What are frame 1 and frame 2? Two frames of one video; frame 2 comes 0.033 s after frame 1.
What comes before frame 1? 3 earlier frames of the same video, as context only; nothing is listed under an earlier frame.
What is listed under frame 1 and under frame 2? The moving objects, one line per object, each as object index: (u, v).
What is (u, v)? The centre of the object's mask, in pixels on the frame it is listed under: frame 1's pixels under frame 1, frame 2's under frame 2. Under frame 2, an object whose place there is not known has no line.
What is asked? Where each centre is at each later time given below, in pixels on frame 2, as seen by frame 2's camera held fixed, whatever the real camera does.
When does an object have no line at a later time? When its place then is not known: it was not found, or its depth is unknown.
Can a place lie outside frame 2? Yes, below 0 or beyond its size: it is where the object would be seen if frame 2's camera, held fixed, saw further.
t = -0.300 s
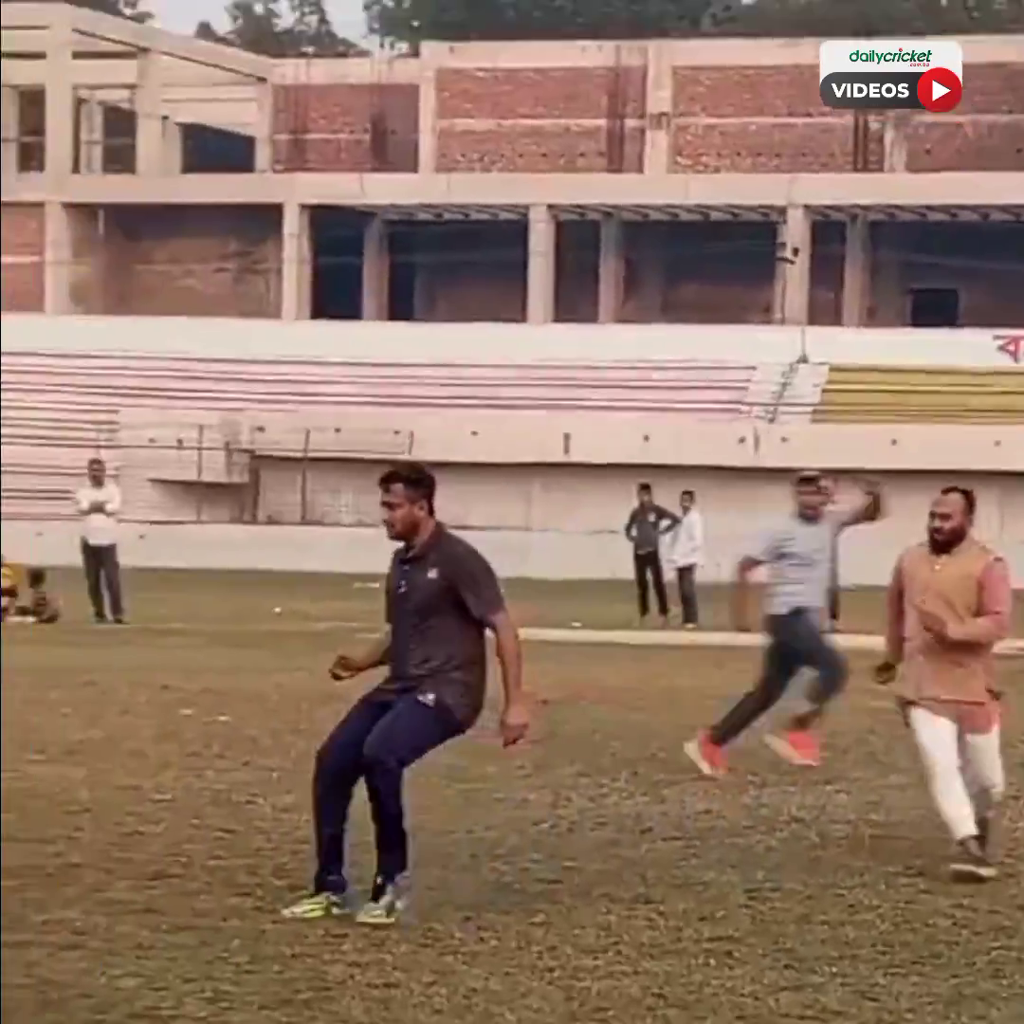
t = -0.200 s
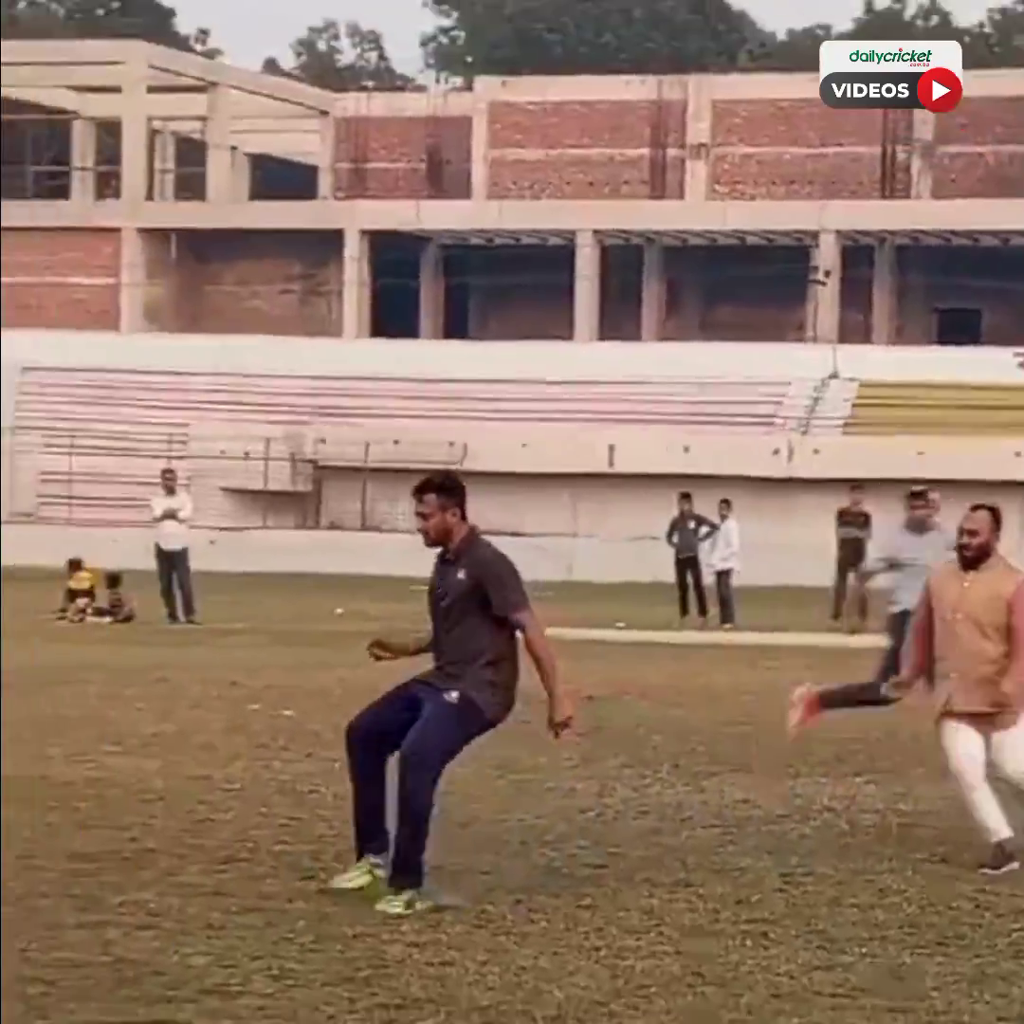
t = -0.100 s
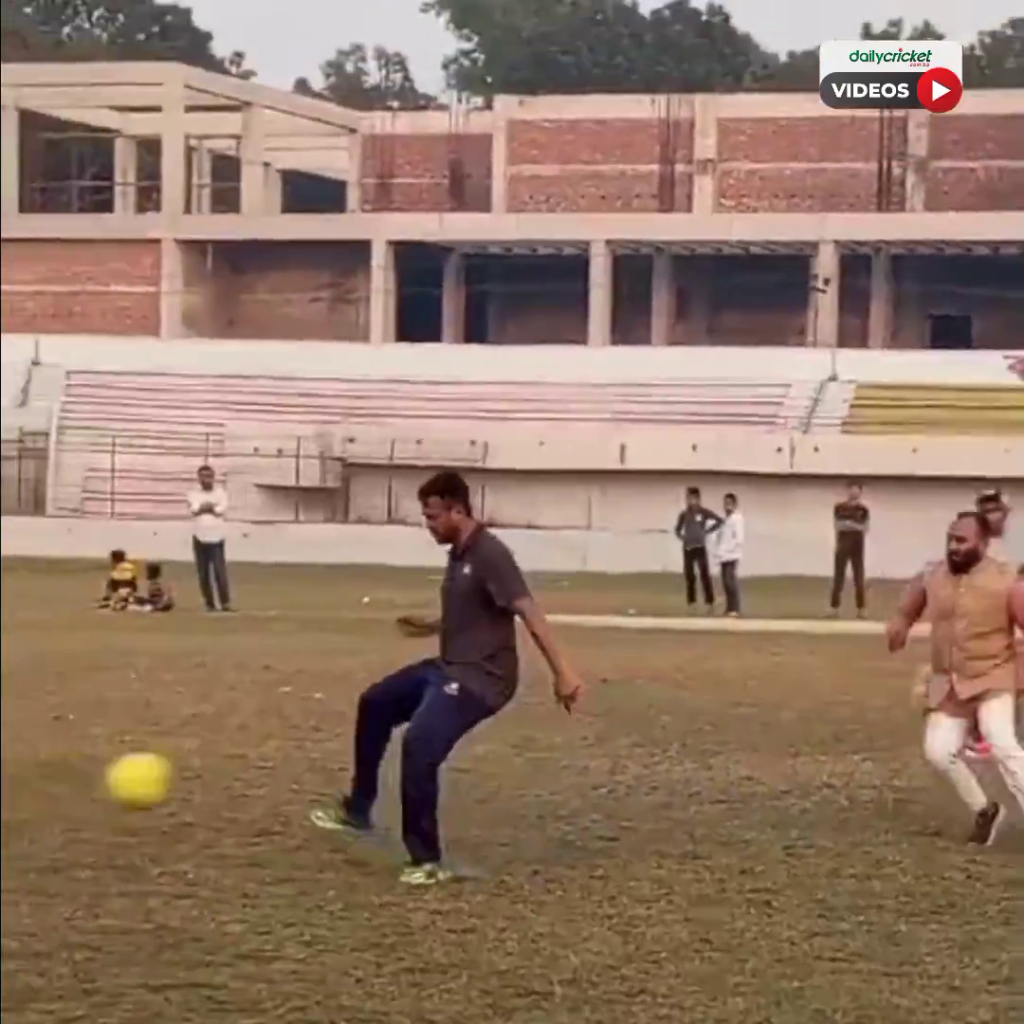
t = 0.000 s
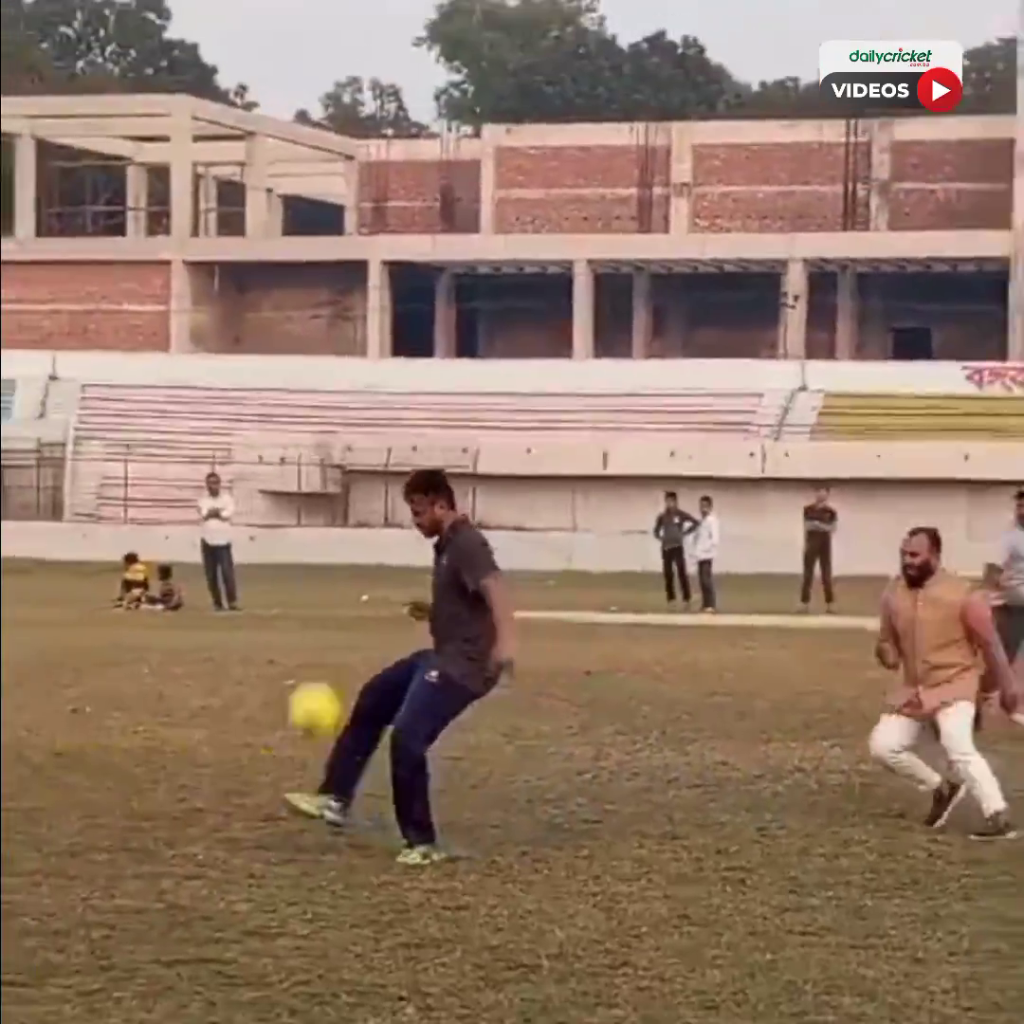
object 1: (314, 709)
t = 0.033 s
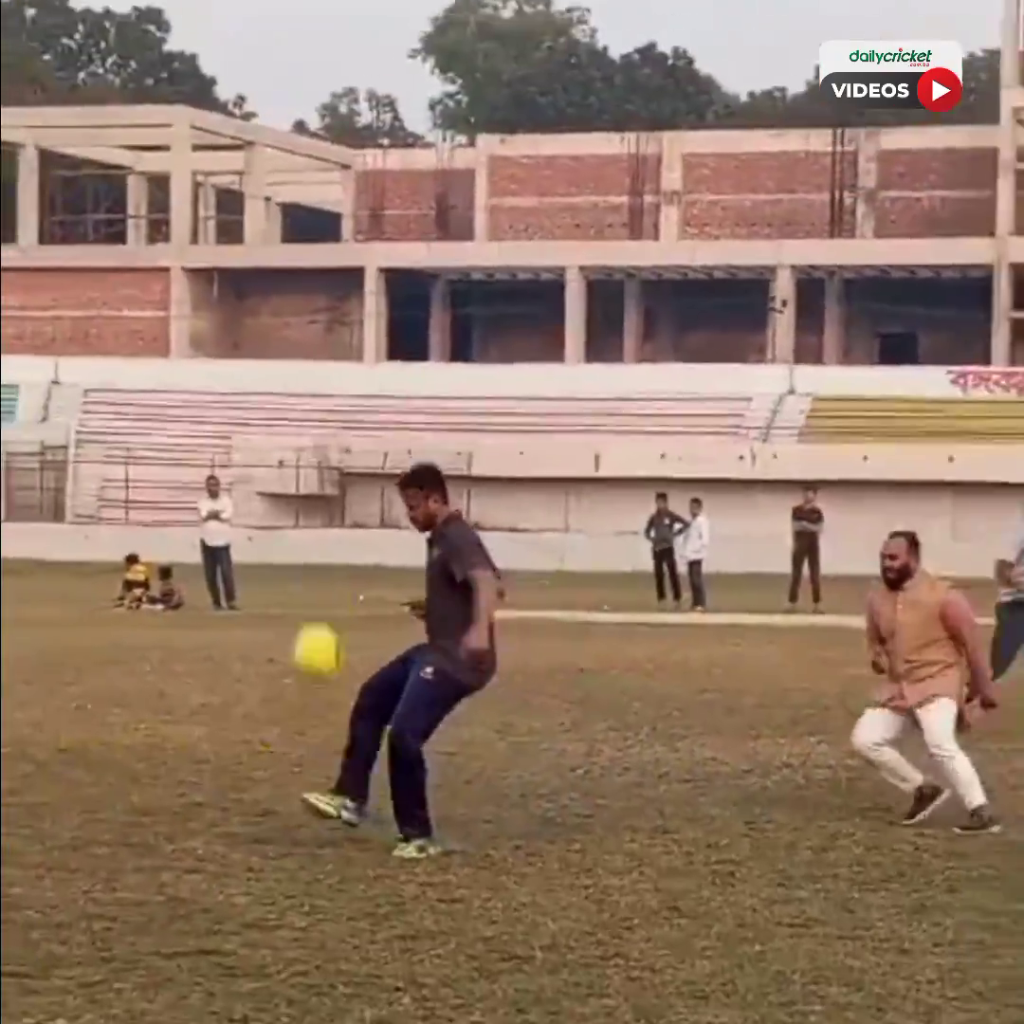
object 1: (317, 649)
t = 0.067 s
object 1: (321, 596)
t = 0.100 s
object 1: (326, 544)
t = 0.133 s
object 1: (330, 495)
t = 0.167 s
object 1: (335, 447)
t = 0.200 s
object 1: (339, 401)
